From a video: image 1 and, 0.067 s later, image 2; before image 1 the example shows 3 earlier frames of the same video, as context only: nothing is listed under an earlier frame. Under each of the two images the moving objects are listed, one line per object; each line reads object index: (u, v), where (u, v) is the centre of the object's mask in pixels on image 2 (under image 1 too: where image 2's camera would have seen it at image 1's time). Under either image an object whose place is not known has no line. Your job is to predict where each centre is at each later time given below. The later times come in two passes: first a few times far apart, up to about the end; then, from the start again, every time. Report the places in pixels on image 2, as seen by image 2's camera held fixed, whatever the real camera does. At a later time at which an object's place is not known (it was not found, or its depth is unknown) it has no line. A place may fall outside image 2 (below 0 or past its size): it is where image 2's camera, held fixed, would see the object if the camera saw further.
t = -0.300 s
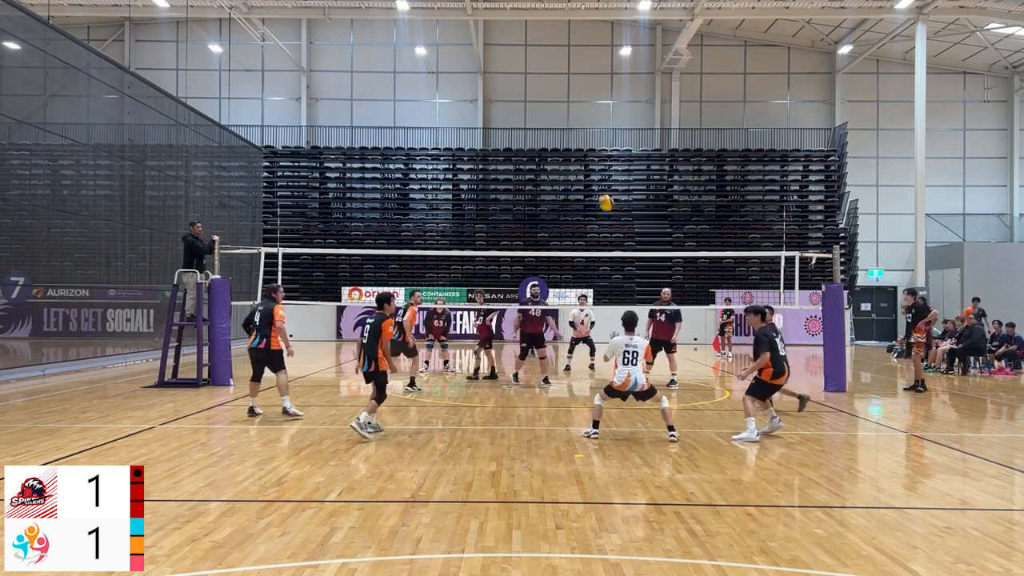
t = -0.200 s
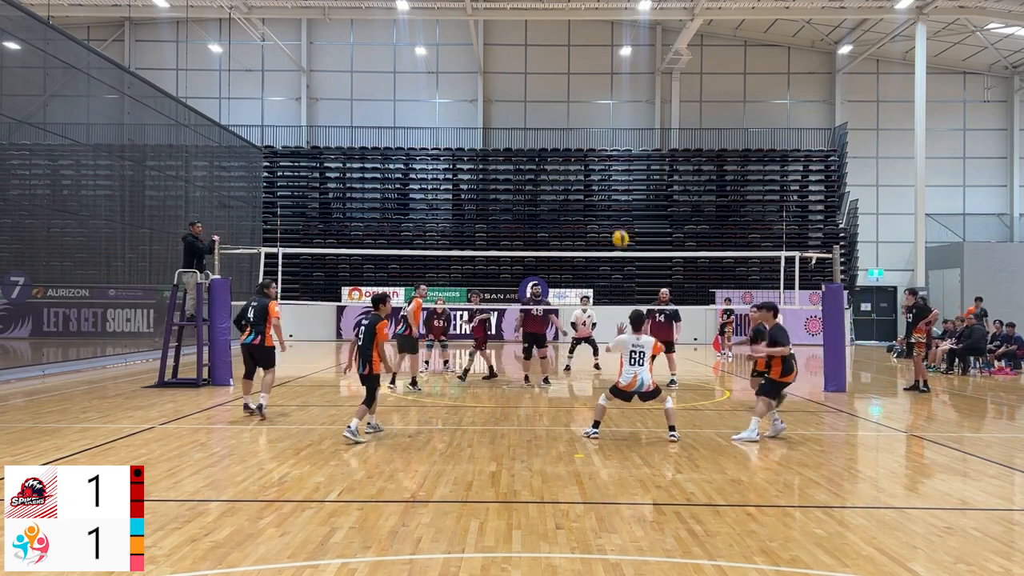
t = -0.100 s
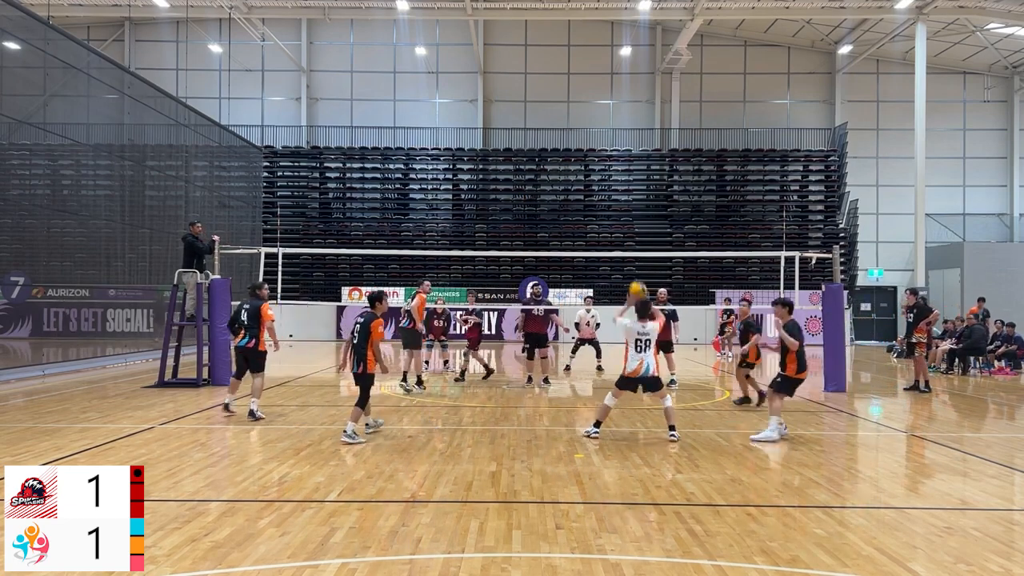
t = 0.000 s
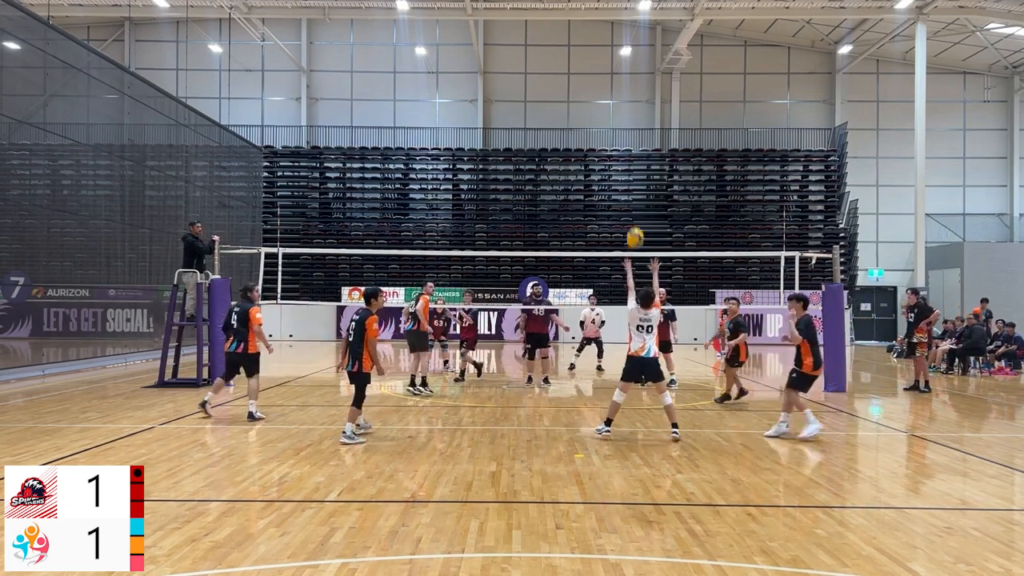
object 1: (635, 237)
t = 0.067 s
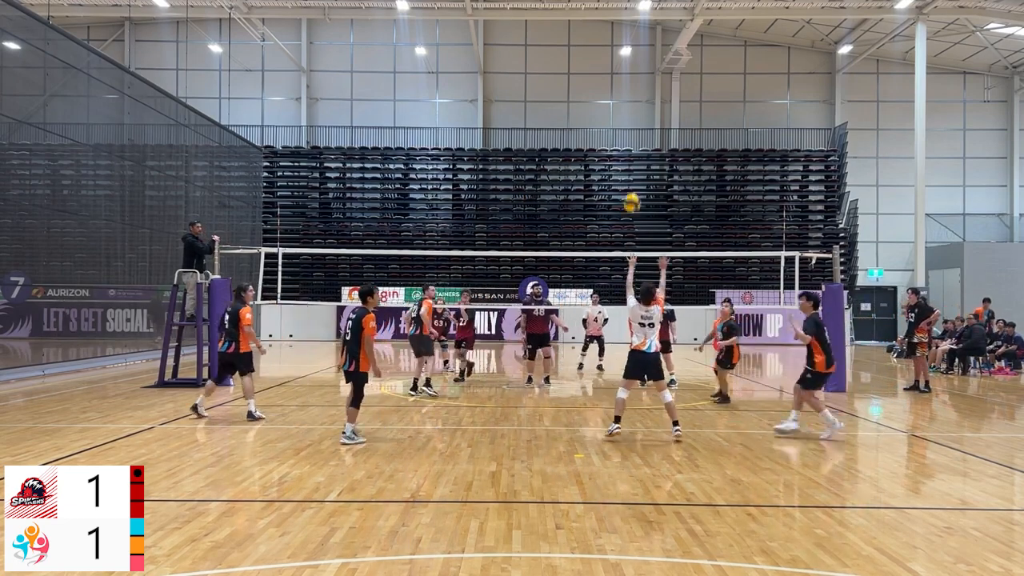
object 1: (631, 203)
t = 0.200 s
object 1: (626, 148)
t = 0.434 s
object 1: (615, 95)
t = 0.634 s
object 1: (607, 85)
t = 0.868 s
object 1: (596, 108)
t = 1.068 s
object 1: (589, 154)
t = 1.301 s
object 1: (582, 231)
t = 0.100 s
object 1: (630, 187)
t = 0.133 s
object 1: (629, 173)
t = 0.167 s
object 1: (628, 161)
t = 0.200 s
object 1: (626, 148)
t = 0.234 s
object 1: (624, 137)
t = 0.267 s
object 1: (623, 128)
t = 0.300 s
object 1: (622, 119)
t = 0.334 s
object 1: (620, 112)
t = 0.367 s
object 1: (618, 105)
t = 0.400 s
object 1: (617, 99)
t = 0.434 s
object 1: (615, 95)
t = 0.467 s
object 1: (614, 91)
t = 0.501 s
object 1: (612, 89)
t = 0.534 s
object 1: (611, 87)
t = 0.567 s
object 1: (609, 85)
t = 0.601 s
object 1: (608, 85)
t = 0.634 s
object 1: (607, 85)
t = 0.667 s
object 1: (605, 86)
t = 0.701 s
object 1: (603, 88)
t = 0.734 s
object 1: (602, 90)
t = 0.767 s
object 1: (600, 94)
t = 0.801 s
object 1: (599, 98)
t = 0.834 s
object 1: (598, 103)
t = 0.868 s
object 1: (596, 108)
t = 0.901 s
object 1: (595, 114)
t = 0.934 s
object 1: (594, 121)
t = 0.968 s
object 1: (593, 128)
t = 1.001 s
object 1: (591, 136)
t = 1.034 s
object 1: (590, 145)
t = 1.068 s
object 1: (589, 154)
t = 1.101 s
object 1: (588, 163)
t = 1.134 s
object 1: (587, 174)
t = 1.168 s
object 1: (586, 184)
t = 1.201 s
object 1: (585, 195)
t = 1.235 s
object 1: (584, 207)
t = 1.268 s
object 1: (583, 219)
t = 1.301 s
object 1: (582, 231)
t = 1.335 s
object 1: (581, 244)
